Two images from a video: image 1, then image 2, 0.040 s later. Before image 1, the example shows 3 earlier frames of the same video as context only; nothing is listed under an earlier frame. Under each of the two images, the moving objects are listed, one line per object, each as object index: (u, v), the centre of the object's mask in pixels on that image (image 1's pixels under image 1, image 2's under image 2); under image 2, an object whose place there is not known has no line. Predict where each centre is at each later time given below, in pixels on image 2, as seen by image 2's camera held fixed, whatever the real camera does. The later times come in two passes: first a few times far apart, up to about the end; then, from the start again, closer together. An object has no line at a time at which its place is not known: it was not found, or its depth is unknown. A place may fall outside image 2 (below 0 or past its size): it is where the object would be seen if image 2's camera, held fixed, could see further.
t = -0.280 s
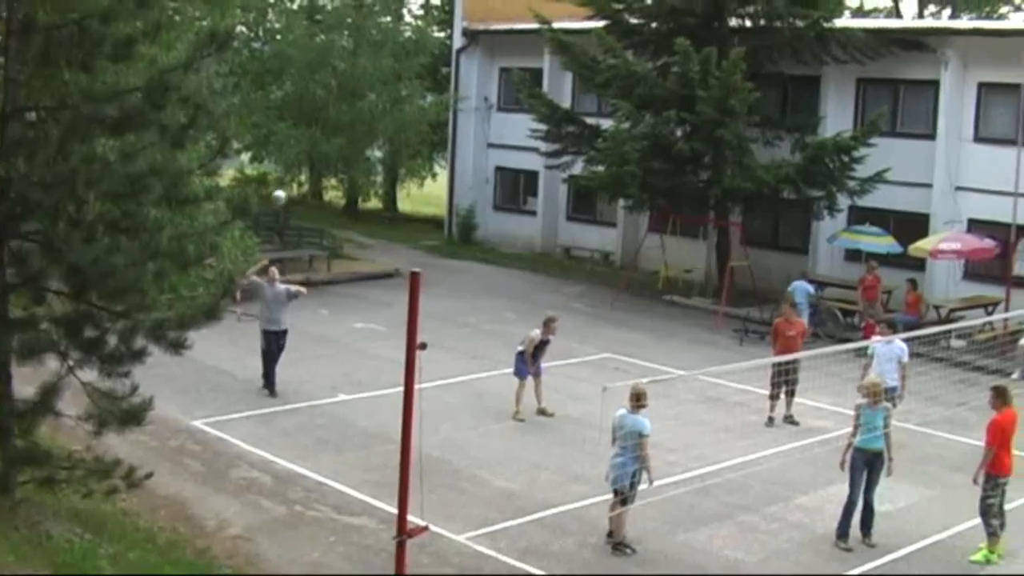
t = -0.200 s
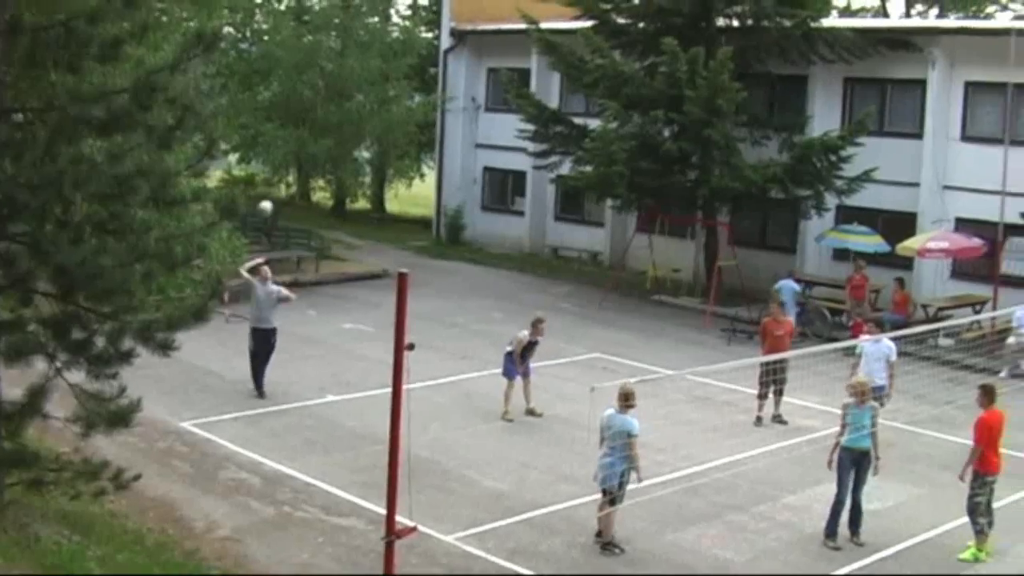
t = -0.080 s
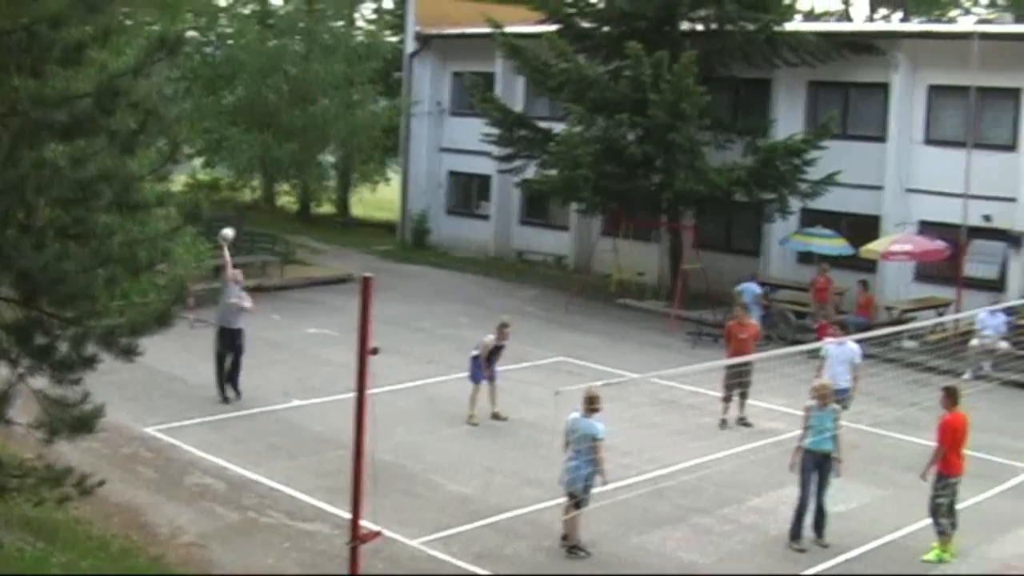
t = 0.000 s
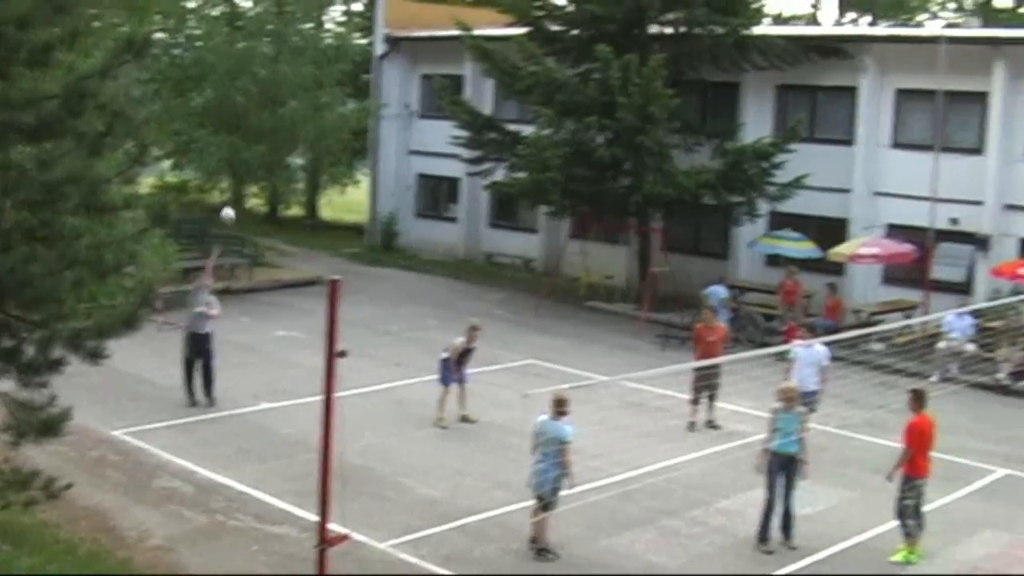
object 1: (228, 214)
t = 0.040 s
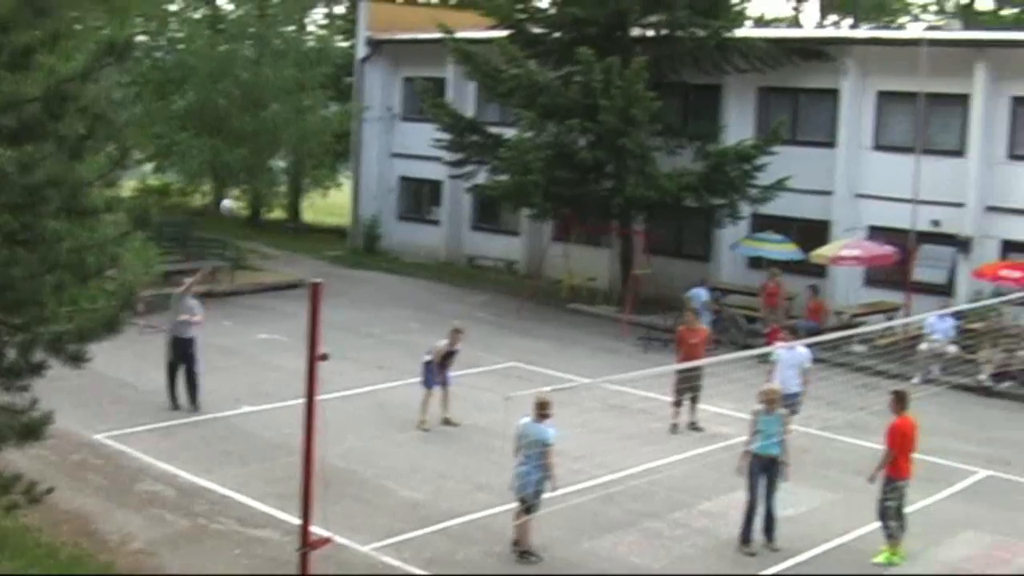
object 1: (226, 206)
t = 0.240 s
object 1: (328, 159)
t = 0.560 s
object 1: (512, 145)
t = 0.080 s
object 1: (247, 194)
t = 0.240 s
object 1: (328, 159)
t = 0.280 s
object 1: (349, 153)
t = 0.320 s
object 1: (371, 149)
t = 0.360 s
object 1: (393, 146)
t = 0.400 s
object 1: (416, 143)
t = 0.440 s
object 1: (439, 140)
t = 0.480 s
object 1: (463, 141)
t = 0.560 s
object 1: (512, 145)
